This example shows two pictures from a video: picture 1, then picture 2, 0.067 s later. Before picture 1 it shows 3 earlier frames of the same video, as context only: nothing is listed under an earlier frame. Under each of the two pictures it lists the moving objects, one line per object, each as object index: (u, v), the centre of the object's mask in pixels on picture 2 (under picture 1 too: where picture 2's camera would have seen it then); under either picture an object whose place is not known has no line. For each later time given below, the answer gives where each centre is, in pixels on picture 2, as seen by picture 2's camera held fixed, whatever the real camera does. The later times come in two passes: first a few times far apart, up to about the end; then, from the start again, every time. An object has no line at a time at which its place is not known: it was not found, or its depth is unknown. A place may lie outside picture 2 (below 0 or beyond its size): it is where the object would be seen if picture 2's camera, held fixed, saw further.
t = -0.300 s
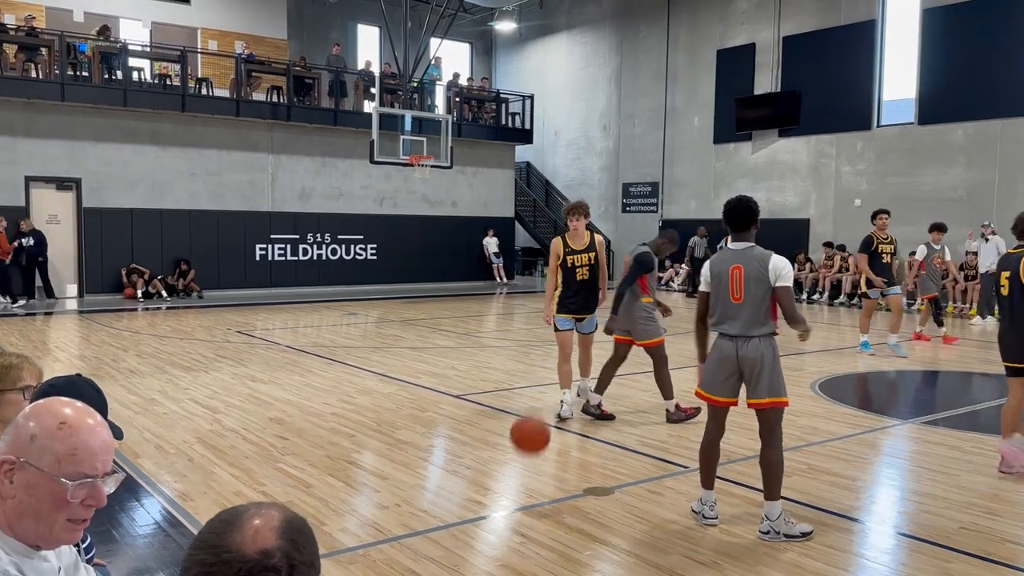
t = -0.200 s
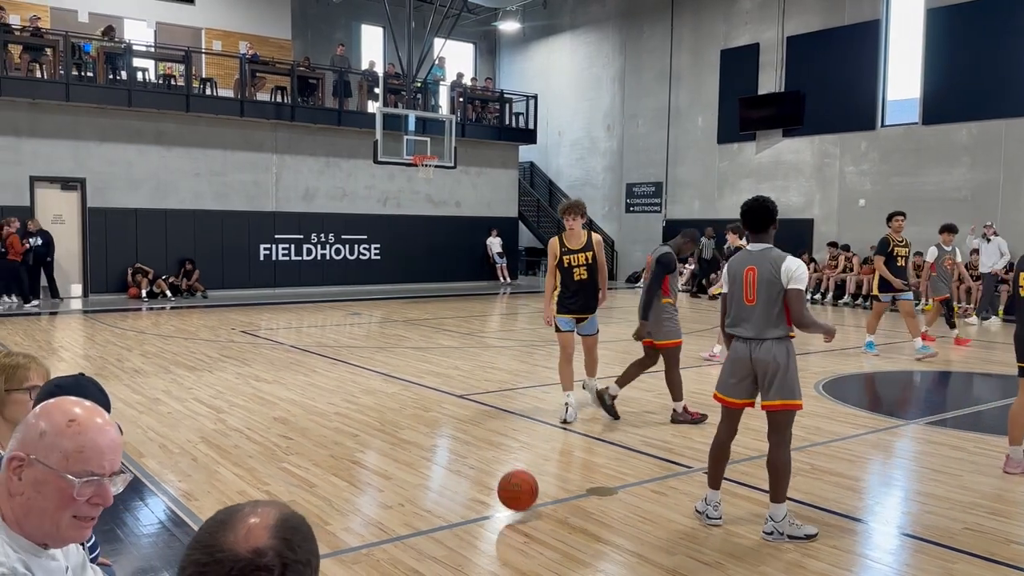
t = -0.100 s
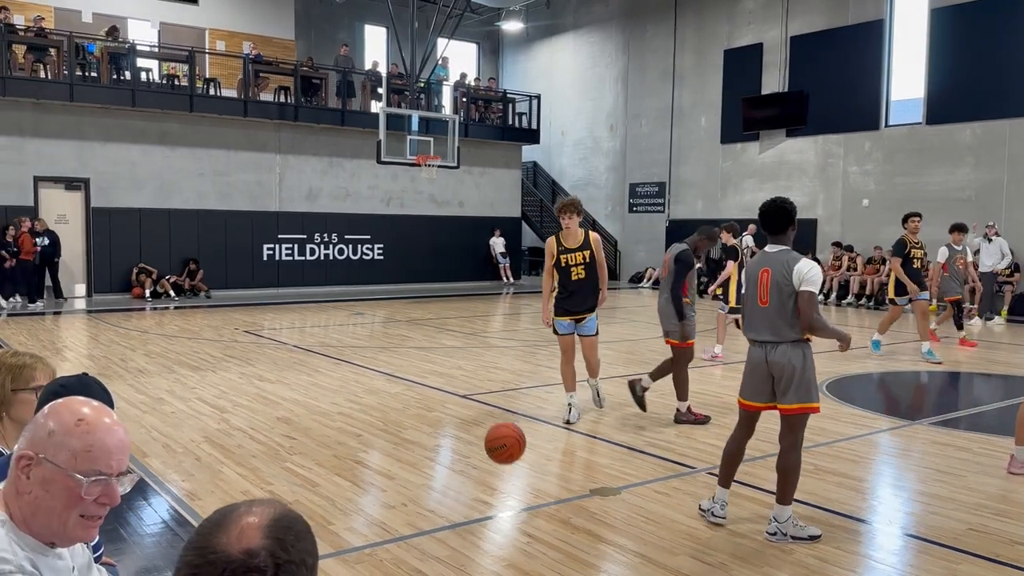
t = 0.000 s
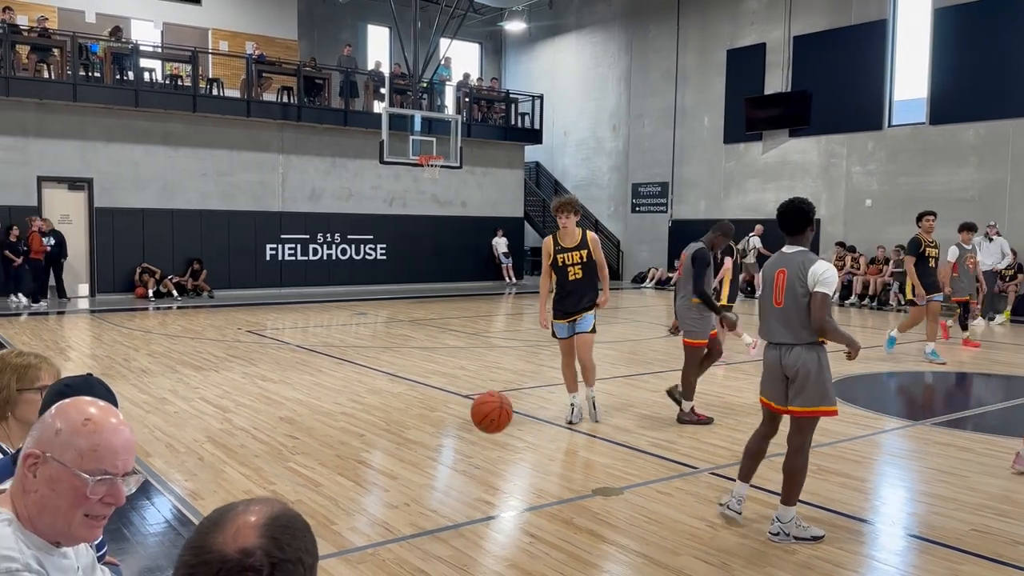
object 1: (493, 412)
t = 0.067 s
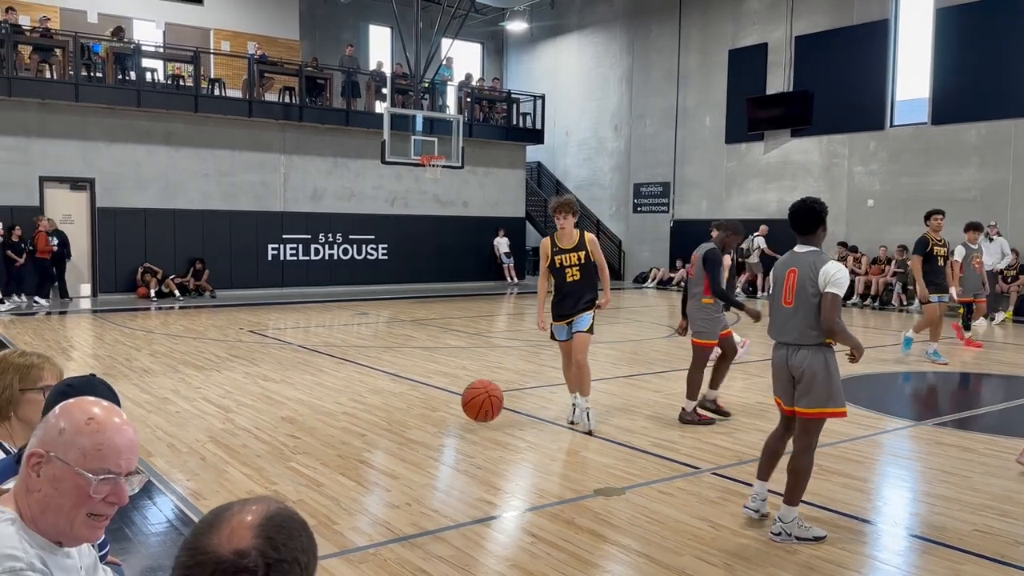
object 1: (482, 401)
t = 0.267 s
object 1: (449, 412)
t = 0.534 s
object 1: (402, 503)
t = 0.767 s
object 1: (362, 453)
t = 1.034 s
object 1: (314, 516)
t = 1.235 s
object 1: (277, 489)
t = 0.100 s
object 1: (477, 398)
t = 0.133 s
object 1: (471, 397)
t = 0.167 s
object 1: (466, 398)
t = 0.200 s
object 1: (460, 401)
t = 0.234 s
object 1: (454, 406)
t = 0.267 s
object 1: (449, 412)
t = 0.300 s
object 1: (443, 421)
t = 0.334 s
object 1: (437, 432)
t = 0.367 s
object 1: (431, 444)
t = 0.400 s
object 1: (425, 459)
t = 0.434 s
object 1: (419, 476)
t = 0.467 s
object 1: (413, 495)
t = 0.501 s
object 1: (407, 516)
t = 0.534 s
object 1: (402, 503)
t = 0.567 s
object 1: (396, 490)
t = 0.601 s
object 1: (391, 479)
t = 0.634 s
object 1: (385, 470)
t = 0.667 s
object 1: (380, 464)
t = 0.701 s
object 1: (374, 458)
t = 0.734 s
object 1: (368, 455)
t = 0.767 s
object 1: (362, 453)
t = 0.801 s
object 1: (356, 454)
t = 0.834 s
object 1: (350, 457)
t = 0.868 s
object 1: (343, 462)
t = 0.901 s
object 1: (338, 468)
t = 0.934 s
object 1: (332, 477)
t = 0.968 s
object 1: (326, 488)
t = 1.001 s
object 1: (319, 501)
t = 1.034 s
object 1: (314, 516)
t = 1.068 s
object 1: (311, 528)
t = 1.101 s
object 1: (304, 517)
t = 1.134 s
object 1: (298, 506)
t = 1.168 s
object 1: (290, 499)
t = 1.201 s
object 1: (284, 493)
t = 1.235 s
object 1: (277, 489)
